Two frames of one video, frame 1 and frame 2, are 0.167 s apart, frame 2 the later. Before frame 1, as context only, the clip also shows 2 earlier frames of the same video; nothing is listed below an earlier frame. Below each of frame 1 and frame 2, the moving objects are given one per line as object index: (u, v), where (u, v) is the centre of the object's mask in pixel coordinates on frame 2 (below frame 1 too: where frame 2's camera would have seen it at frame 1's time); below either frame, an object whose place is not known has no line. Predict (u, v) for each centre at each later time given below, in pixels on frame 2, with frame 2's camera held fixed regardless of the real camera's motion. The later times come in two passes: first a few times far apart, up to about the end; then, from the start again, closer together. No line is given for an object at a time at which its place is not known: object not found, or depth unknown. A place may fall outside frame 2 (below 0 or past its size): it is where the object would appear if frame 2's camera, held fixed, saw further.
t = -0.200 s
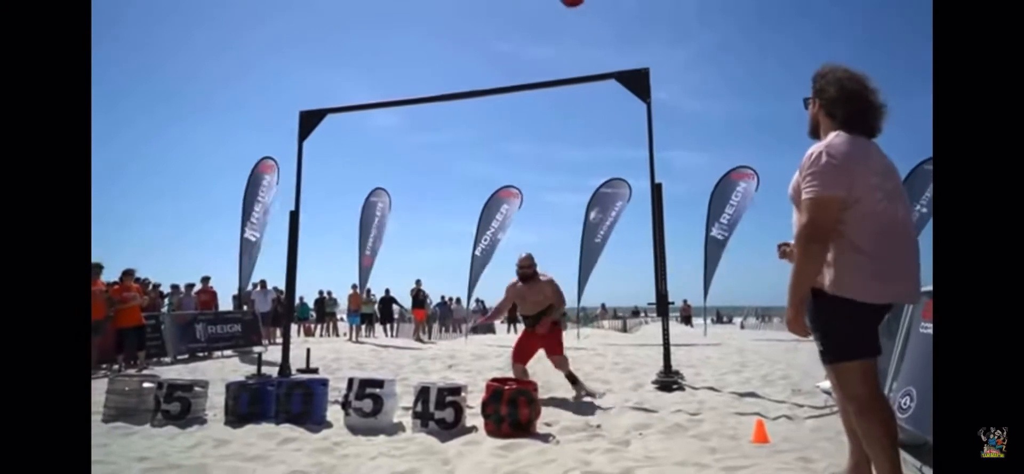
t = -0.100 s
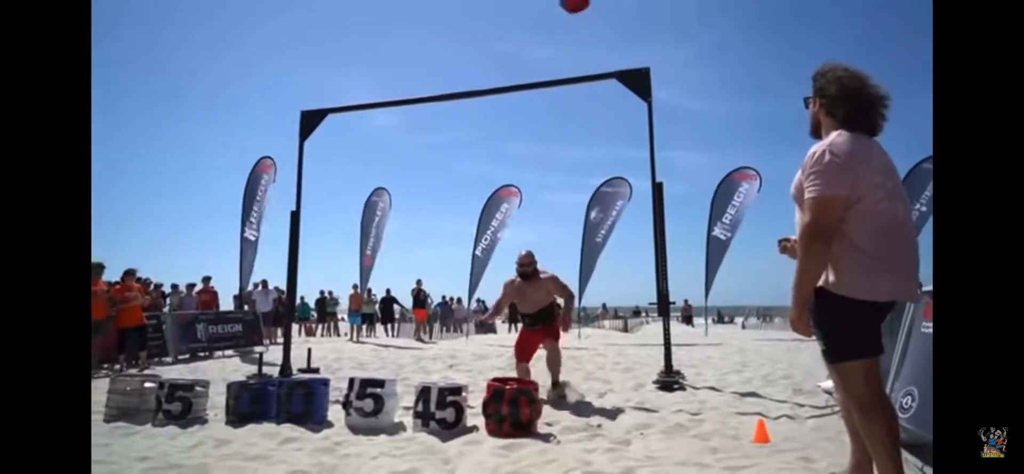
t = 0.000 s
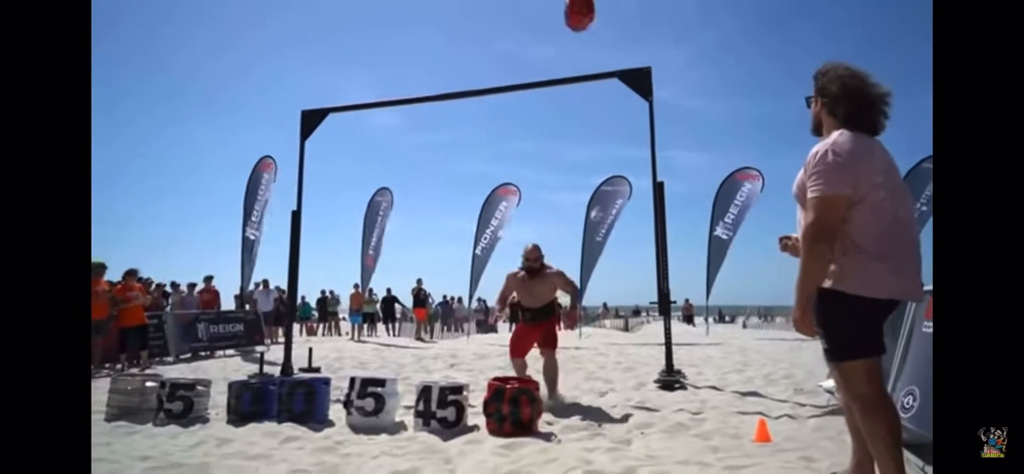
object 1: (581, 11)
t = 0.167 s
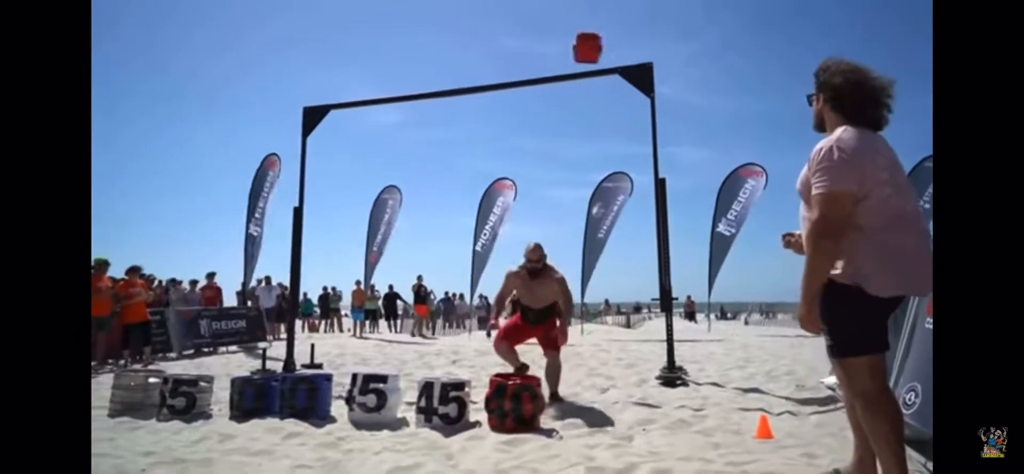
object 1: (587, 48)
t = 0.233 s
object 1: (590, 65)
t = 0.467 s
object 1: (600, 152)
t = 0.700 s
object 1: (613, 264)
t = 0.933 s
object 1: (622, 347)
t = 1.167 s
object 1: (622, 348)
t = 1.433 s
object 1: (621, 348)
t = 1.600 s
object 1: (621, 348)
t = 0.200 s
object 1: (589, 57)
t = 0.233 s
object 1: (590, 65)
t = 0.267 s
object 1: (592, 79)
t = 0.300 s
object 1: (592, 91)
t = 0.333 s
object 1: (594, 100)
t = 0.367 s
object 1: (595, 113)
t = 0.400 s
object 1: (597, 125)
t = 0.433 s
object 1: (598, 138)
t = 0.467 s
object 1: (600, 152)
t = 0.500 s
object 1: (601, 165)
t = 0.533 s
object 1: (603, 179)
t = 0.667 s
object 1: (611, 247)
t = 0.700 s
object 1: (613, 264)
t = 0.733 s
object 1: (614, 283)
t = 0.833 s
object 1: (620, 341)
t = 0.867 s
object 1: (621, 348)
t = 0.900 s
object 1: (622, 348)
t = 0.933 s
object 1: (622, 347)
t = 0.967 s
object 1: (622, 348)
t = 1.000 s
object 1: (622, 348)
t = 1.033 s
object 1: (622, 348)
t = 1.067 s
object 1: (622, 348)
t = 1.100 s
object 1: (622, 348)
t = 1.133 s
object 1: (622, 348)
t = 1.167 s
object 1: (622, 348)
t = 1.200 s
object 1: (622, 348)
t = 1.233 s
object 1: (622, 348)
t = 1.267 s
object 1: (622, 348)
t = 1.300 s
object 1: (621, 348)
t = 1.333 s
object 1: (621, 348)
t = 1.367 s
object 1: (621, 348)
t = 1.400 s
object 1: (621, 348)
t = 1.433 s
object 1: (621, 348)
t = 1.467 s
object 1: (621, 348)
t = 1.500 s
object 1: (621, 348)
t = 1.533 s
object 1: (621, 348)
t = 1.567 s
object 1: (621, 348)
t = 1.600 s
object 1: (621, 348)
